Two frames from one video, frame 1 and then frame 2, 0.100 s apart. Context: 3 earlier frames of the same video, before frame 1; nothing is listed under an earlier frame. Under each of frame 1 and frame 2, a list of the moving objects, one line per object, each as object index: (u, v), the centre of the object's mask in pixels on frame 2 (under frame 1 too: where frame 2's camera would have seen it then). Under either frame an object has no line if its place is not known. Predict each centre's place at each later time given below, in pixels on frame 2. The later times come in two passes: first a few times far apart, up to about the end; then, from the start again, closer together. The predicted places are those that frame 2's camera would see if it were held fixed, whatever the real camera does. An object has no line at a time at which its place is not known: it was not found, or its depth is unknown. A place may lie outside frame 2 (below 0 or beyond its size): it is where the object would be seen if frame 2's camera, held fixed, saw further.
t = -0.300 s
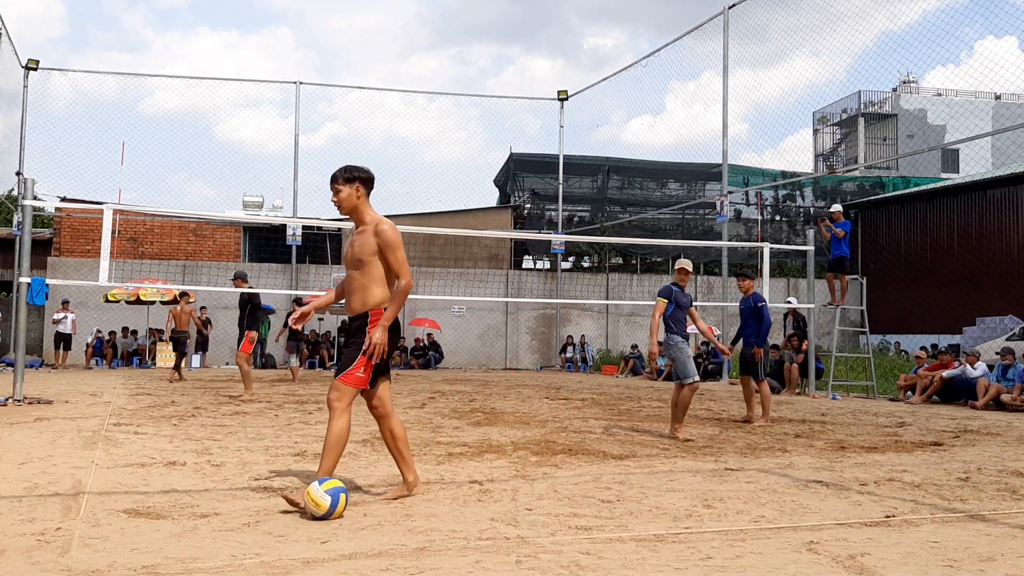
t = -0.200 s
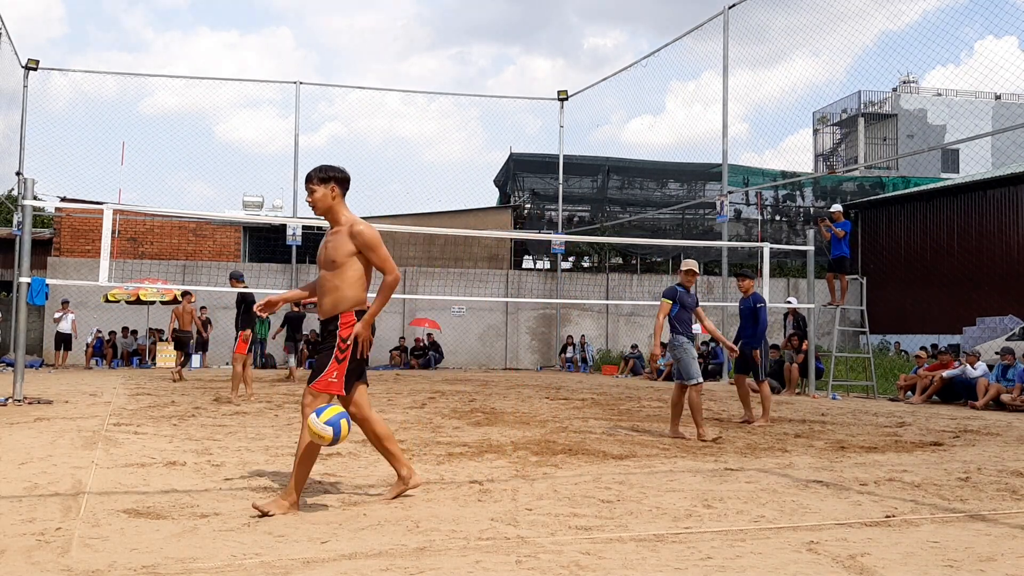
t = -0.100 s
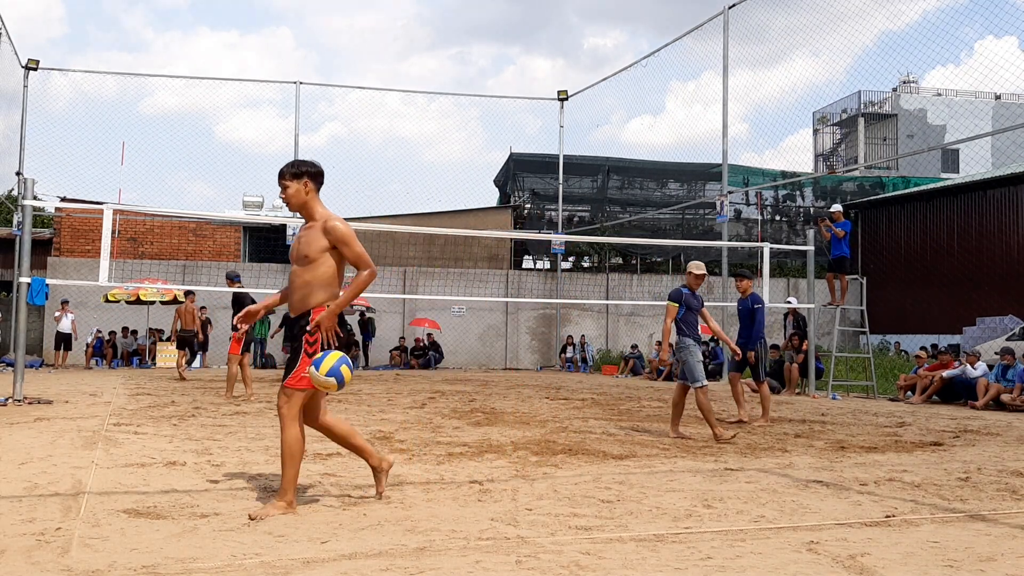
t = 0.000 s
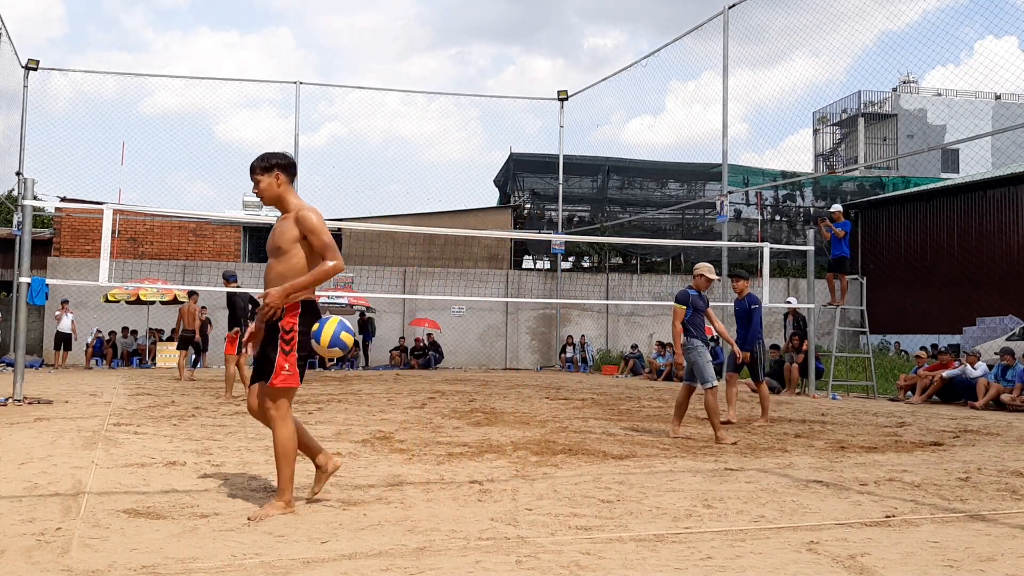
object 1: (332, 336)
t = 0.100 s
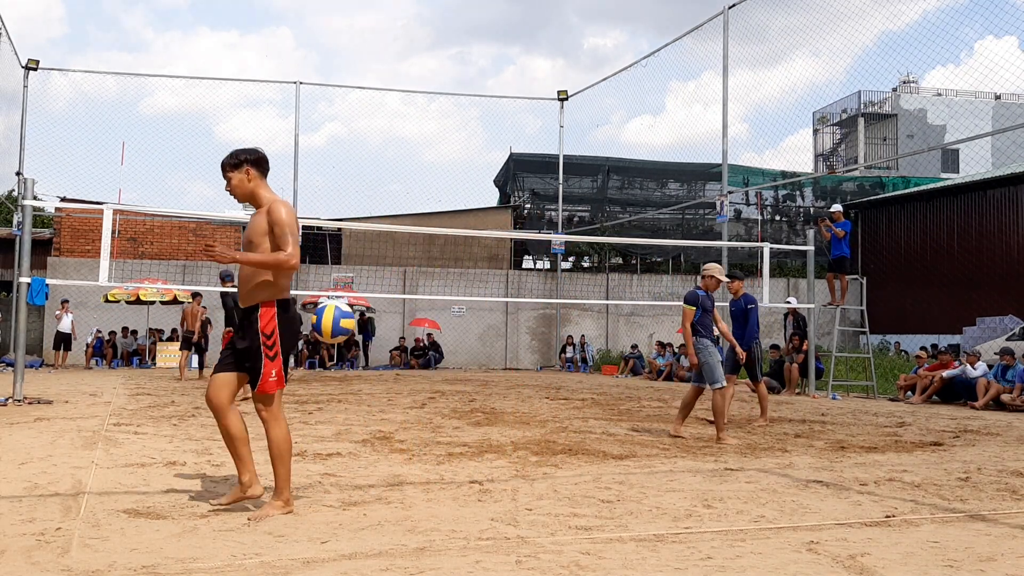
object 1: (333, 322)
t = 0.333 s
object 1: (332, 364)
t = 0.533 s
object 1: (328, 492)
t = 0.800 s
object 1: (322, 405)
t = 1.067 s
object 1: (310, 445)
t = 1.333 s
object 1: (298, 455)
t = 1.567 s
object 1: (286, 483)
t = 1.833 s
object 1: (273, 472)
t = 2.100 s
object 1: (253, 491)
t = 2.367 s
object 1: (224, 510)
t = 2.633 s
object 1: (197, 518)
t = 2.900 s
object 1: (170, 519)
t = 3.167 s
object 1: (147, 518)
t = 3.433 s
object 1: (132, 517)
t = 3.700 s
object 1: (123, 516)
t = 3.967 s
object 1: (114, 515)
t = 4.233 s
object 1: (108, 515)
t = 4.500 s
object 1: (105, 514)
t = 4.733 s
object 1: (103, 515)
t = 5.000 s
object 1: (100, 515)
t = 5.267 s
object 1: (97, 516)
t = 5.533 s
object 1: (98, 516)
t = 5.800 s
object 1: (98, 516)
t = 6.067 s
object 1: (98, 515)
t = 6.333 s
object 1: (98, 515)
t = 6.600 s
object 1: (98, 515)
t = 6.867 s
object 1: (98, 515)
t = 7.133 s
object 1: (98, 515)
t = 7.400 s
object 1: (98, 515)
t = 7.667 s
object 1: (98, 515)
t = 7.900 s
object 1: (98, 515)
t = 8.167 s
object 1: (98, 515)
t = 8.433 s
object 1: (98, 515)
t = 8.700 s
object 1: (98, 515)
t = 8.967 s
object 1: (98, 515)
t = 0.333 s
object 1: (332, 364)
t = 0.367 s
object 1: (332, 379)
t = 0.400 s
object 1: (331, 397)
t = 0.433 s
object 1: (330, 417)
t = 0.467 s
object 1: (330, 439)
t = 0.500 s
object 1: (329, 464)
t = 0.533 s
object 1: (328, 492)
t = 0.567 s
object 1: (328, 487)
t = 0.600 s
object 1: (327, 468)
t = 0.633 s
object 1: (326, 452)
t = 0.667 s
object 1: (326, 438)
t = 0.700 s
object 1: (325, 427)
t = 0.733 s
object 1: (324, 417)
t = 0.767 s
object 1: (323, 410)
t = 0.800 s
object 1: (322, 405)
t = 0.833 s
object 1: (321, 402)
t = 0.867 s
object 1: (319, 401)
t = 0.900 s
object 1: (318, 403)
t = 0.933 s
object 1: (317, 407)
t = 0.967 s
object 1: (315, 413)
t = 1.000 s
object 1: (313, 421)
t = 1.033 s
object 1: (312, 432)
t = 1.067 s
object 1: (310, 445)
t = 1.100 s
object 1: (308, 461)
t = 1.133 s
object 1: (306, 479)
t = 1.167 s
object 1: (304, 500)
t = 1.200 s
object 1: (303, 490)
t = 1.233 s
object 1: (302, 478)
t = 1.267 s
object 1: (301, 468)
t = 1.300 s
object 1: (299, 460)
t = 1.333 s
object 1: (298, 455)
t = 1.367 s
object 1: (297, 452)
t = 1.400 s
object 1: (295, 451)
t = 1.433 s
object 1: (293, 453)
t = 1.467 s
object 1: (292, 457)
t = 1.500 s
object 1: (290, 463)
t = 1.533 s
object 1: (288, 472)
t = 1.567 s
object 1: (286, 483)
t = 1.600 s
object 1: (284, 497)
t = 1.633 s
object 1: (282, 501)
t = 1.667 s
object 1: (281, 490)
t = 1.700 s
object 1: (280, 482)
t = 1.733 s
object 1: (278, 476)
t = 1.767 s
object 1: (276, 473)
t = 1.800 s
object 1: (275, 472)
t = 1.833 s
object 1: (273, 472)
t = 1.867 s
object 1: (271, 475)
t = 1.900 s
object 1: (269, 482)
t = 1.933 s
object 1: (267, 490)
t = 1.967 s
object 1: (265, 501)
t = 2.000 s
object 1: (263, 507)
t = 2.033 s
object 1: (260, 499)
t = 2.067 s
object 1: (256, 494)
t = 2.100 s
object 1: (253, 491)
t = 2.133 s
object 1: (249, 491)
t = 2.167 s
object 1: (246, 493)
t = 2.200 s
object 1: (242, 497)
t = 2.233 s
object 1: (238, 504)
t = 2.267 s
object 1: (234, 514)
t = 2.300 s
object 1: (231, 513)
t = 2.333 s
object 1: (228, 511)
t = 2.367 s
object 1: (224, 510)
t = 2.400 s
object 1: (221, 513)
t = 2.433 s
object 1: (218, 516)
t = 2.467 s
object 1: (214, 515)
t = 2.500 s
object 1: (211, 515)
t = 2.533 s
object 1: (208, 516)
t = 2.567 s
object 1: (204, 516)
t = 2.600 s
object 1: (201, 517)
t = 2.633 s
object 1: (197, 518)
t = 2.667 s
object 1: (194, 519)
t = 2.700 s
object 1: (190, 519)
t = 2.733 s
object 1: (187, 518)
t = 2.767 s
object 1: (184, 519)
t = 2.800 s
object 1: (180, 519)
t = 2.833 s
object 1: (177, 519)
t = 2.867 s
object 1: (174, 519)
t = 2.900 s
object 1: (170, 519)
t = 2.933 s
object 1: (166, 519)
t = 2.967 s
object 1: (163, 519)
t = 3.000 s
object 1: (160, 519)
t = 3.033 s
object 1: (157, 519)
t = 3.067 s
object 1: (154, 519)
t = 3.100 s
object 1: (152, 518)
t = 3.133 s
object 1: (149, 519)
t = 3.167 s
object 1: (147, 518)
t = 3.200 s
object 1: (144, 518)
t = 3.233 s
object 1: (142, 518)
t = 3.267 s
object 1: (140, 517)
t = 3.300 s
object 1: (138, 517)
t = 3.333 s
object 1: (137, 517)
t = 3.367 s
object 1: (135, 517)
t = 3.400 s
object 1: (134, 517)
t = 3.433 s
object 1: (132, 517)
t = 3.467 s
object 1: (131, 516)
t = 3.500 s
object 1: (130, 516)
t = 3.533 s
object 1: (129, 516)
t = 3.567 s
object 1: (128, 516)
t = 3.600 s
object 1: (127, 516)
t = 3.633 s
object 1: (125, 516)
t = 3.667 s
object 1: (124, 515)
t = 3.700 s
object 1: (123, 516)
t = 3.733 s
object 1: (122, 516)
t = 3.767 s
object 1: (121, 515)
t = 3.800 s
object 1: (120, 515)
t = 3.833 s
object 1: (119, 516)
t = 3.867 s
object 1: (118, 515)
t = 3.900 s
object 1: (117, 515)
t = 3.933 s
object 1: (116, 515)
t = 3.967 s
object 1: (114, 515)
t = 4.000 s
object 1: (113, 515)
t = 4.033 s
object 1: (113, 515)
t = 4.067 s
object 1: (112, 515)
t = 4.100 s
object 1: (111, 515)
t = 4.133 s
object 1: (110, 515)
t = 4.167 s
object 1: (109, 515)
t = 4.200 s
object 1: (109, 515)
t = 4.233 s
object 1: (108, 515)
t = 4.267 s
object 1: (108, 515)
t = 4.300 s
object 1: (107, 514)
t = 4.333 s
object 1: (107, 515)
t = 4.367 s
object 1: (107, 515)
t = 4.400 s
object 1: (106, 514)
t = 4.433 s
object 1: (106, 514)
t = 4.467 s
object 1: (106, 514)
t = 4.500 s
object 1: (105, 514)
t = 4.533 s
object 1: (105, 514)
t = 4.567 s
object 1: (104, 514)
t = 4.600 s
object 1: (104, 514)
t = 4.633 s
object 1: (104, 514)
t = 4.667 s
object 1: (103, 515)
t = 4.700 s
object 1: (103, 515)
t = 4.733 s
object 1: (103, 515)
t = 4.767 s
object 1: (102, 515)
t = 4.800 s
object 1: (102, 515)
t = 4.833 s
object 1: (102, 515)
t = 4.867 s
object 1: (101, 515)
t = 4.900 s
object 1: (101, 515)
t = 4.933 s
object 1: (101, 515)
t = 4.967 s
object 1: (101, 515)
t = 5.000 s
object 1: (100, 515)
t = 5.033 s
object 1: (100, 516)
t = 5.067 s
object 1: (100, 516)
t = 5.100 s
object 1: (100, 516)
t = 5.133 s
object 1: (99, 515)
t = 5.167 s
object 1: (99, 516)
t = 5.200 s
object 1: (98, 516)
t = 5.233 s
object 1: (98, 516)
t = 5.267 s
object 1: (97, 516)
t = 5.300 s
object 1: (97, 516)
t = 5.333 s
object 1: (97, 516)
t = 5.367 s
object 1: (97, 516)
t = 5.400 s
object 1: (97, 516)
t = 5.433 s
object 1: (97, 516)
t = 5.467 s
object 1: (98, 516)
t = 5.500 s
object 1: (98, 516)
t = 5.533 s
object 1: (98, 516)
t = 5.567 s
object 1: (98, 516)
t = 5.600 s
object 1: (99, 516)
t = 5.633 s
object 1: (99, 516)
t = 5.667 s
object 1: (99, 515)
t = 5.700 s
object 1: (99, 516)
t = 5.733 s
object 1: (99, 516)
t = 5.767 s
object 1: (98, 516)
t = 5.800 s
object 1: (98, 516)
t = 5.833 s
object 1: (98, 516)
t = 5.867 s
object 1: (98, 515)
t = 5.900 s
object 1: (98, 516)
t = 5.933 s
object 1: (98, 516)
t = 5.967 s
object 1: (98, 516)
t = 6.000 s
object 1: (98, 516)
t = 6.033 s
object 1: (98, 515)
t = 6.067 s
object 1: (98, 515)
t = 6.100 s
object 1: (98, 515)
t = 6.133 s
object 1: (98, 515)
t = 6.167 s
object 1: (98, 515)
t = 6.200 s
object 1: (98, 515)
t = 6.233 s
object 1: (98, 515)
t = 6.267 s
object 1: (98, 515)
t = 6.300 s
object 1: (98, 515)
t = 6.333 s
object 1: (98, 515)
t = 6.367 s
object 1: (98, 515)
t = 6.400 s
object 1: (98, 515)
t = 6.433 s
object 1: (98, 515)
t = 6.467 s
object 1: (98, 515)
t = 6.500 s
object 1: (98, 515)
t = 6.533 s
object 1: (98, 515)
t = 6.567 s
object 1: (98, 515)
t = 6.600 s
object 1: (98, 515)
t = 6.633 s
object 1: (98, 515)
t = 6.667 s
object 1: (98, 515)
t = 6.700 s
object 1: (98, 515)
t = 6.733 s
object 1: (98, 515)
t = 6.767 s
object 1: (98, 515)
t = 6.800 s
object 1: (98, 515)
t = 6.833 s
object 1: (98, 515)
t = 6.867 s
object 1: (98, 515)
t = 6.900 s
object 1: (98, 515)
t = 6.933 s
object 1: (98, 515)
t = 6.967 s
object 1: (98, 515)
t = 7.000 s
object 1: (98, 515)
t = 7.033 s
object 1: (98, 515)
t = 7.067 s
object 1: (98, 515)
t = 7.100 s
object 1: (98, 515)
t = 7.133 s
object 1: (98, 515)
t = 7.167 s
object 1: (98, 515)
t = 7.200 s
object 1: (98, 515)
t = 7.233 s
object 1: (98, 515)
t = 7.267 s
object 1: (98, 515)
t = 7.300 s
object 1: (98, 515)
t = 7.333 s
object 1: (98, 515)
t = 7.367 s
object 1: (98, 515)
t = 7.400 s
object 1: (98, 515)
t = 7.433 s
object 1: (98, 515)
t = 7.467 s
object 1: (98, 515)
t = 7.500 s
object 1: (98, 515)
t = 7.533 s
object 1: (98, 515)
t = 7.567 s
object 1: (98, 515)
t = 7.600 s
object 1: (98, 515)
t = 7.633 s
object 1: (98, 515)
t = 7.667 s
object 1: (98, 515)
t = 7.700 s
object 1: (98, 515)
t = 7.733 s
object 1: (98, 515)
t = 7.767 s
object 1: (98, 515)
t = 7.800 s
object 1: (98, 515)
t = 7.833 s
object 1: (98, 515)
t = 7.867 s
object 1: (98, 515)
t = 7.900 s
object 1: (98, 515)
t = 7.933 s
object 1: (98, 515)
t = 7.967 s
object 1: (98, 515)
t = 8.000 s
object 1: (98, 515)
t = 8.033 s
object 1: (98, 515)
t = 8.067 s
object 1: (98, 515)
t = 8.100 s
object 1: (98, 515)
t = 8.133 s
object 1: (98, 515)
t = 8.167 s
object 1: (98, 515)
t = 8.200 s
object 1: (98, 515)
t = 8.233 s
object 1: (98, 515)
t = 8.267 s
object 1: (98, 515)
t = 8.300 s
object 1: (98, 515)
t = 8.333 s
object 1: (98, 515)
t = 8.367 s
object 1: (98, 515)
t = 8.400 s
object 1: (98, 515)
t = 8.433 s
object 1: (98, 515)
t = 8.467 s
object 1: (98, 515)
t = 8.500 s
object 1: (98, 515)
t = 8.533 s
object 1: (98, 515)
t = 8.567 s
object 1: (98, 515)
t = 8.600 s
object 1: (98, 515)
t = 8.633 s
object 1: (98, 515)
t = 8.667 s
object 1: (98, 515)
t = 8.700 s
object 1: (98, 515)
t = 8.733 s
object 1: (98, 515)
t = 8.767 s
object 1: (98, 515)
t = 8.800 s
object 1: (98, 515)
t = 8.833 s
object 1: (98, 515)
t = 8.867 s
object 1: (98, 515)
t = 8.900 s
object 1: (98, 515)
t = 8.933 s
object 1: (98, 515)
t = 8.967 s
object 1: (98, 515)
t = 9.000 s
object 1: (98, 515)
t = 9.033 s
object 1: (98, 515)
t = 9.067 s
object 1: (98, 515)
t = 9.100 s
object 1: (98, 515)
